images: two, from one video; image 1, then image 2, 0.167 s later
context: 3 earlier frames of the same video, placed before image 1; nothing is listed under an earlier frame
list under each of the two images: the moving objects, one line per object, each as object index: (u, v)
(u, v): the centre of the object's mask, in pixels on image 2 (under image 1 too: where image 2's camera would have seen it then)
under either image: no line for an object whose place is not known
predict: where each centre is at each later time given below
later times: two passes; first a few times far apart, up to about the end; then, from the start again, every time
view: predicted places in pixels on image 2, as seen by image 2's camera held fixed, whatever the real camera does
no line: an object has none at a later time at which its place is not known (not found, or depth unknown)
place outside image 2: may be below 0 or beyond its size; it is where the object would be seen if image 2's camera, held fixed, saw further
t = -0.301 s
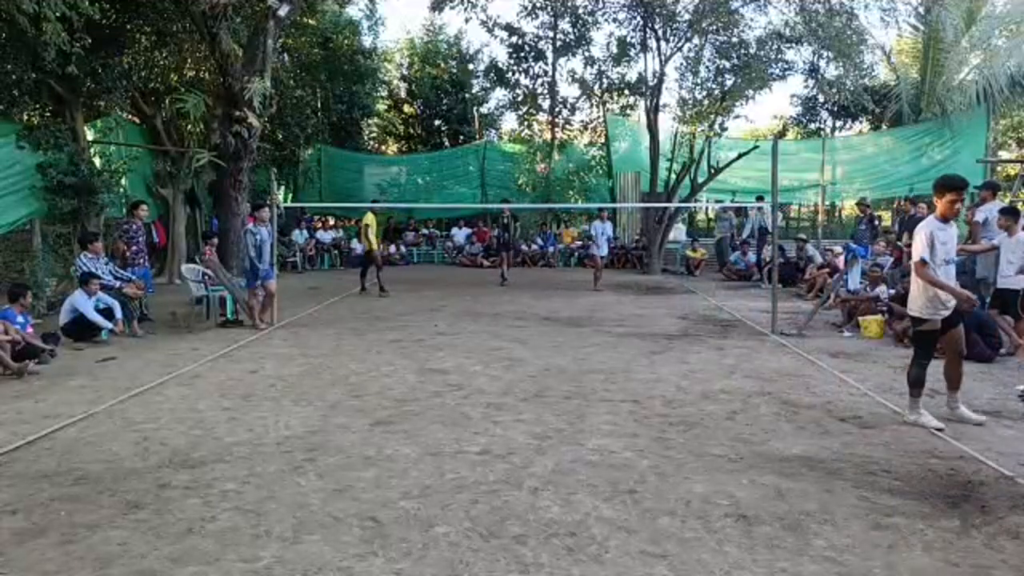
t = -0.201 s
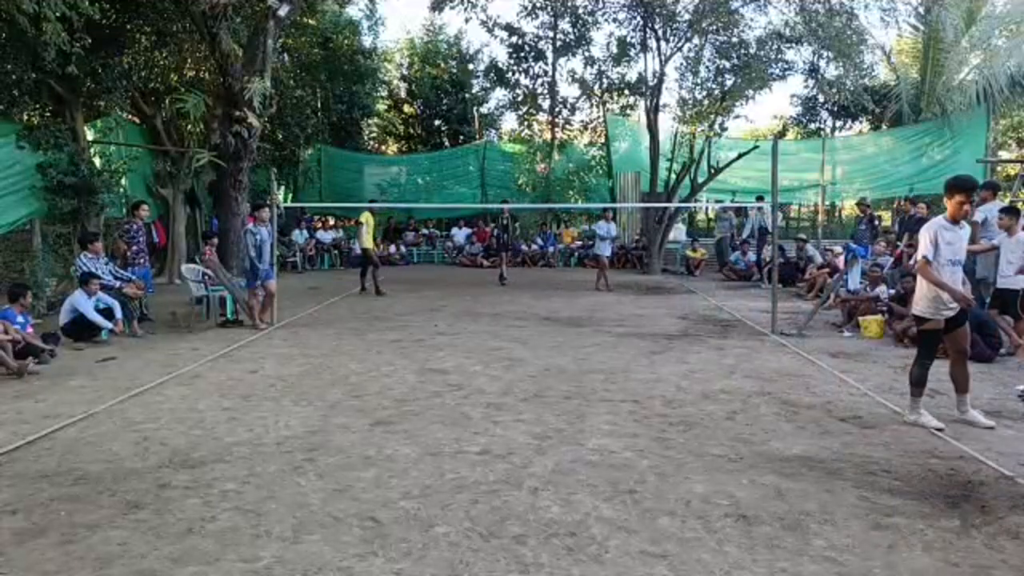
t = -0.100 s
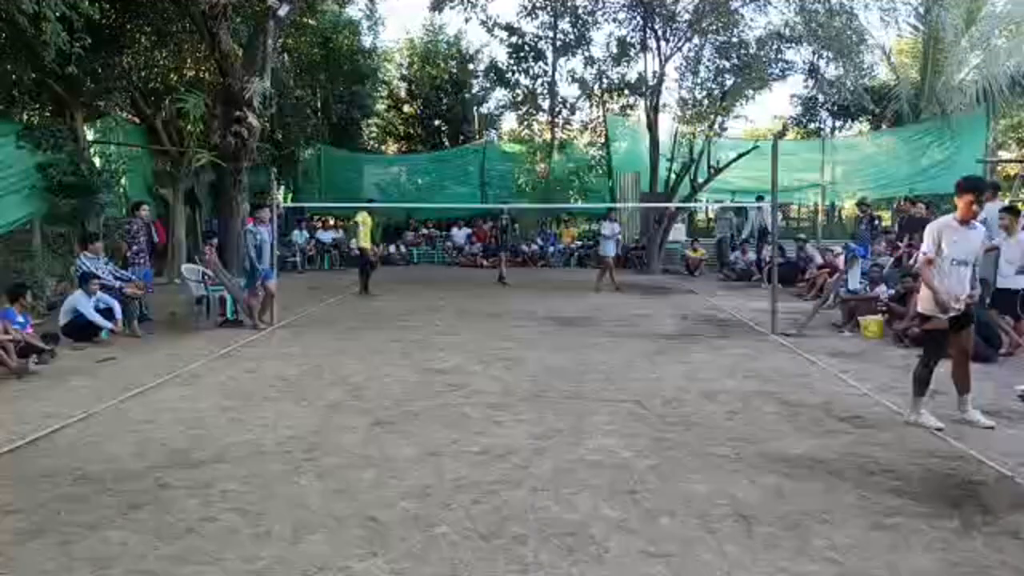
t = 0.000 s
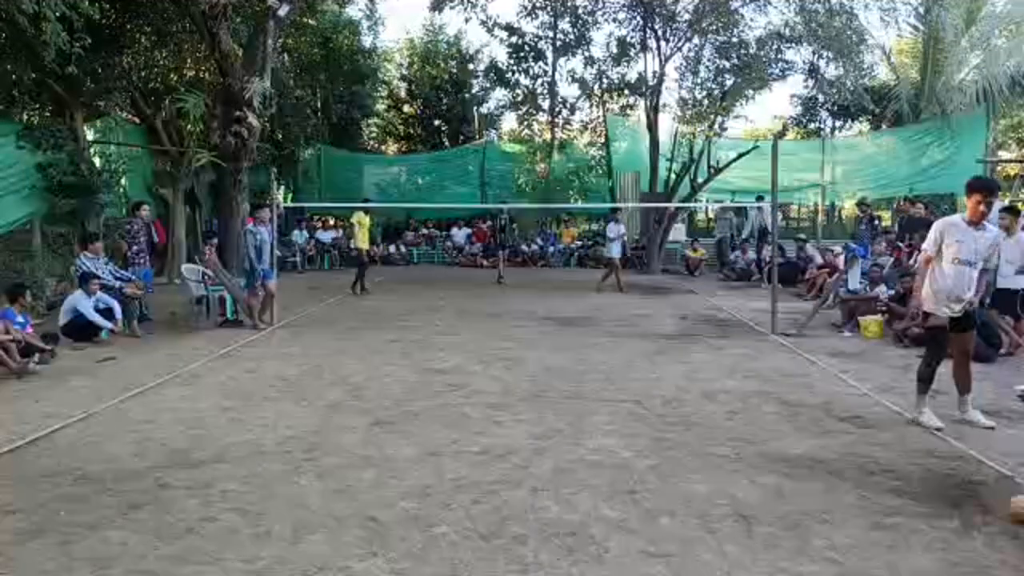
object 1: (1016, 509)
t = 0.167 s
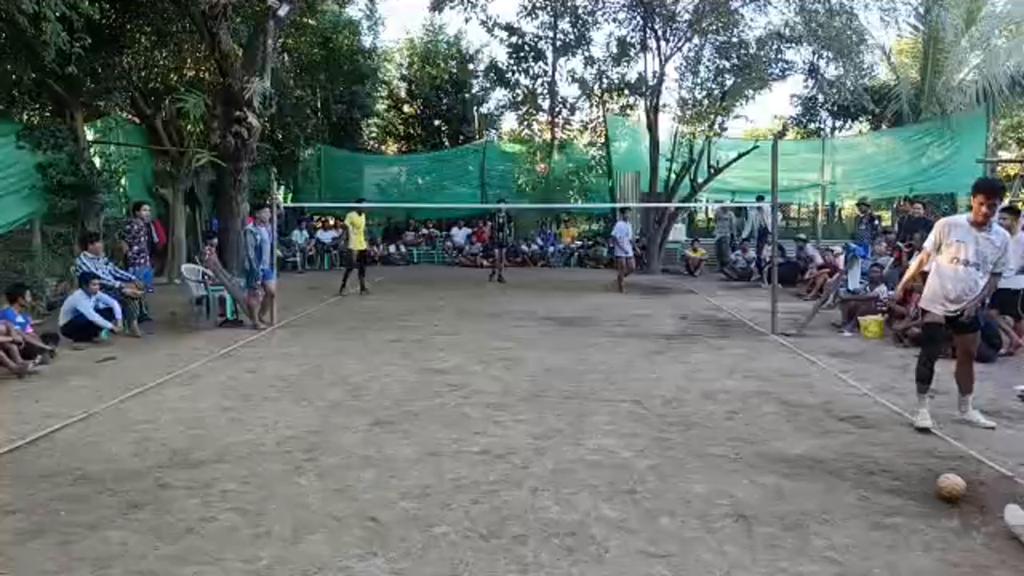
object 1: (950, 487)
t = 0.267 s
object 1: (915, 478)
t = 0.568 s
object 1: (830, 453)
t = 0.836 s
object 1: (767, 433)
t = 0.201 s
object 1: (939, 483)
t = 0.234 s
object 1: (927, 480)
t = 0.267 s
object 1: (915, 478)
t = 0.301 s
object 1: (905, 474)
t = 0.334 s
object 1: (894, 471)
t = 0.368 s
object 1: (883, 470)
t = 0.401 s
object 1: (872, 466)
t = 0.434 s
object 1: (863, 464)
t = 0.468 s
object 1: (856, 460)
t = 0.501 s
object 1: (846, 457)
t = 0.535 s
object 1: (836, 455)
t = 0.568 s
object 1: (830, 453)
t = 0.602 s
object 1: (819, 451)
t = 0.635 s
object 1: (811, 448)
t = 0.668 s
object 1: (803, 445)
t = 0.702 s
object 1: (796, 443)
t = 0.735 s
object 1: (788, 440)
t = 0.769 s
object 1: (781, 437)
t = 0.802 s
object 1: (775, 435)
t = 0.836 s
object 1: (767, 433)
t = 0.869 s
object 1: (761, 431)
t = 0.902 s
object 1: (754, 429)
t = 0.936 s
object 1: (748, 428)
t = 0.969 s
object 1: (742, 426)
